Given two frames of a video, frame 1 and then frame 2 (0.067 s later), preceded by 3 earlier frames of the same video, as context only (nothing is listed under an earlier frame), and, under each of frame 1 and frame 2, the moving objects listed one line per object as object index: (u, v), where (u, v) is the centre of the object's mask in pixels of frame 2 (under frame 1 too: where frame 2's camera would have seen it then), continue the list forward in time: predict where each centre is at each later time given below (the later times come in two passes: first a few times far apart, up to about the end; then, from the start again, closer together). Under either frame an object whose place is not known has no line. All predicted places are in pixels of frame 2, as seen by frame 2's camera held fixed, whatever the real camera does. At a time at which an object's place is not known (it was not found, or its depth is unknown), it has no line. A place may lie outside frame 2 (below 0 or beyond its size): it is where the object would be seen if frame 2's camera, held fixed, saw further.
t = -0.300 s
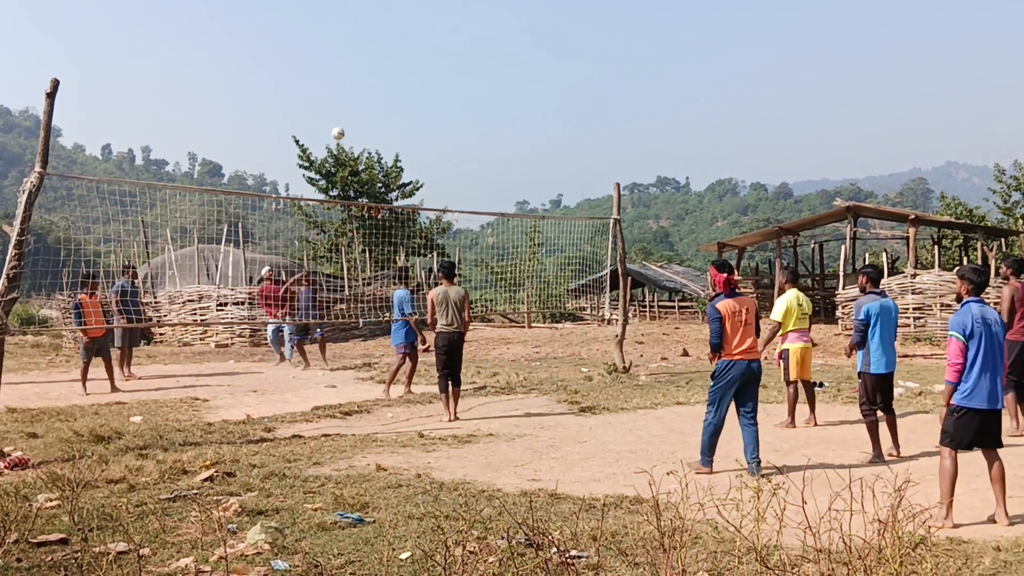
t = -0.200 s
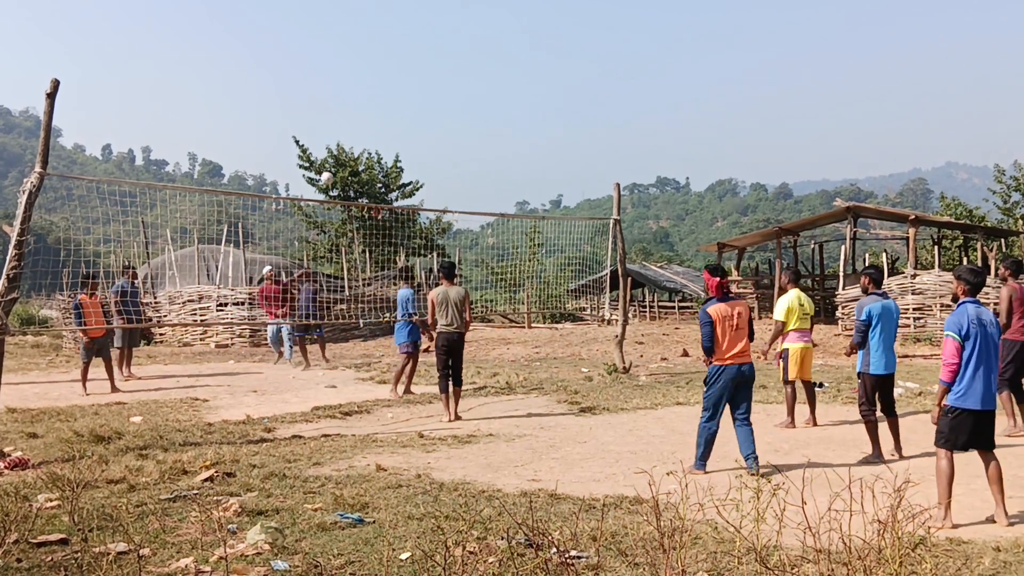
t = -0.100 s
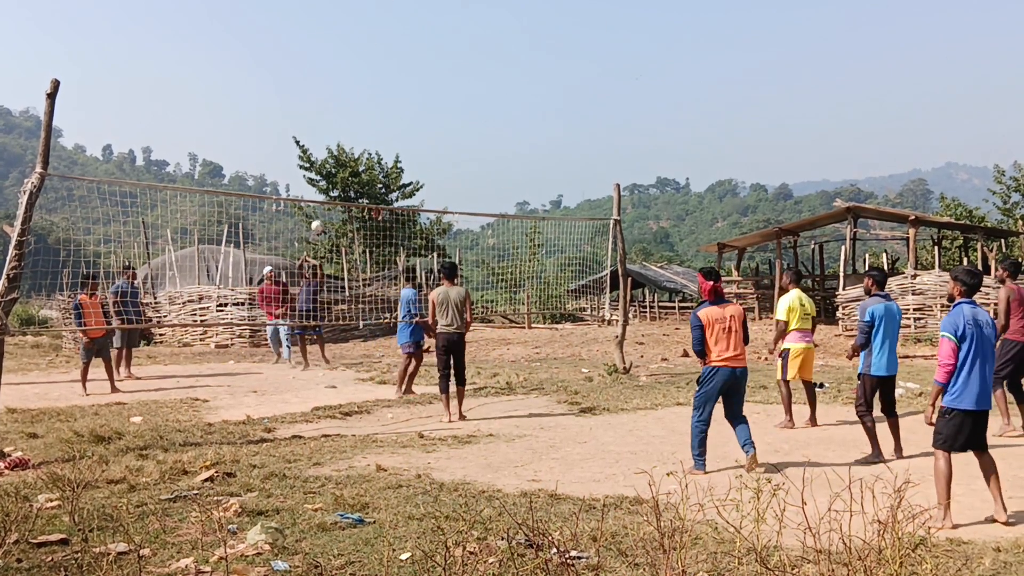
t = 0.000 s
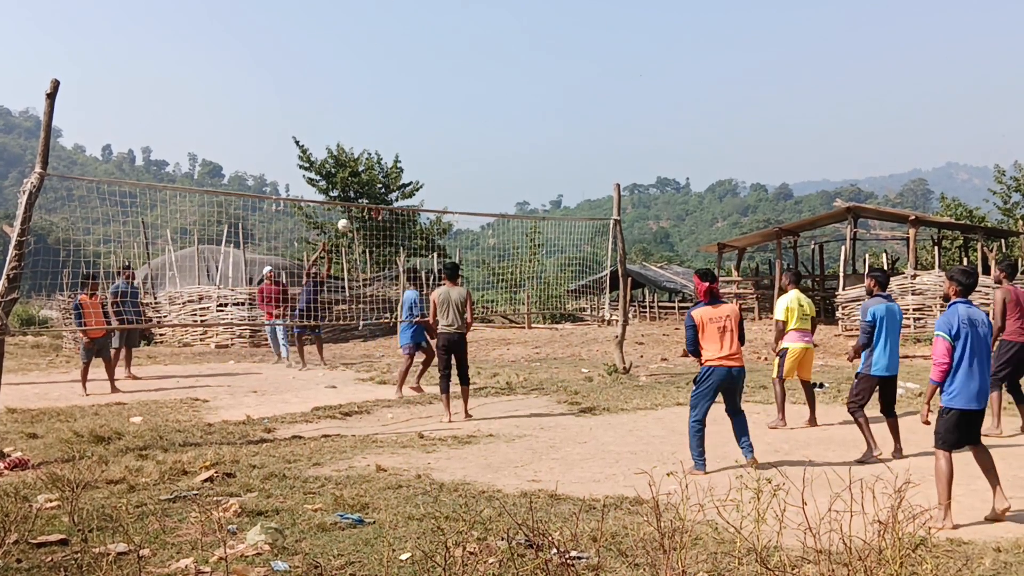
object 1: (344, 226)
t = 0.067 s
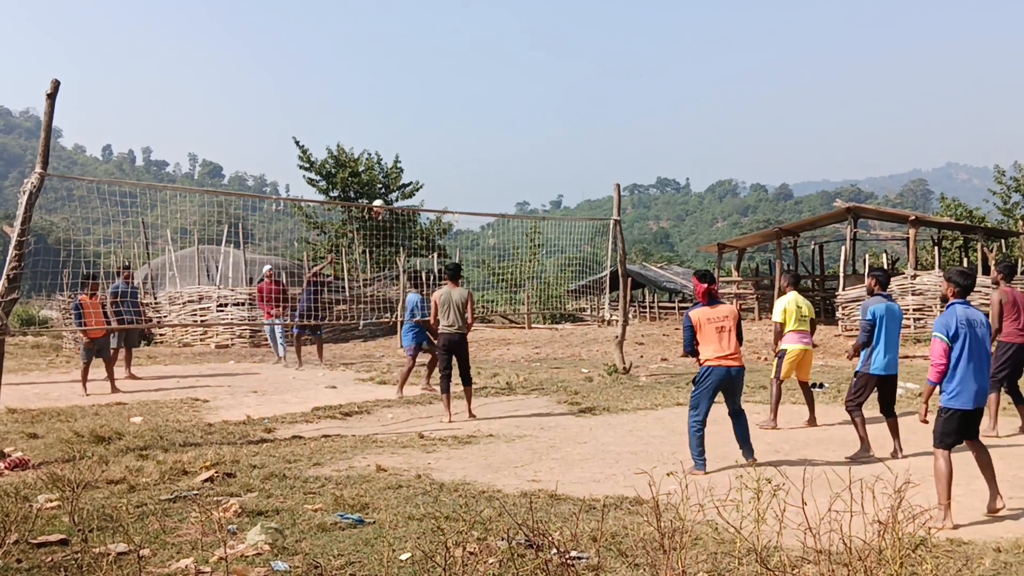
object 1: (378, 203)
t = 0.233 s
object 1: (473, 168)
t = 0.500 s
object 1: (652, 149)
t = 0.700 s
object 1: (813, 176)
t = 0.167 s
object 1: (433, 182)
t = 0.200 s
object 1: (453, 174)
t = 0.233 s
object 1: (473, 168)
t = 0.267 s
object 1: (493, 163)
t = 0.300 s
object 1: (514, 159)
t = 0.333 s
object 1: (536, 155)
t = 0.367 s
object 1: (557, 151)
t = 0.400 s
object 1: (580, 149)
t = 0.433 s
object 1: (603, 148)
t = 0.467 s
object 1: (627, 148)
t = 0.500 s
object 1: (652, 149)
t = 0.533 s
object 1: (676, 150)
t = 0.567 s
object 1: (702, 152)
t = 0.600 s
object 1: (729, 156)
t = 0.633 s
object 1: (757, 162)
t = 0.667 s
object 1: (785, 168)
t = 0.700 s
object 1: (813, 176)
